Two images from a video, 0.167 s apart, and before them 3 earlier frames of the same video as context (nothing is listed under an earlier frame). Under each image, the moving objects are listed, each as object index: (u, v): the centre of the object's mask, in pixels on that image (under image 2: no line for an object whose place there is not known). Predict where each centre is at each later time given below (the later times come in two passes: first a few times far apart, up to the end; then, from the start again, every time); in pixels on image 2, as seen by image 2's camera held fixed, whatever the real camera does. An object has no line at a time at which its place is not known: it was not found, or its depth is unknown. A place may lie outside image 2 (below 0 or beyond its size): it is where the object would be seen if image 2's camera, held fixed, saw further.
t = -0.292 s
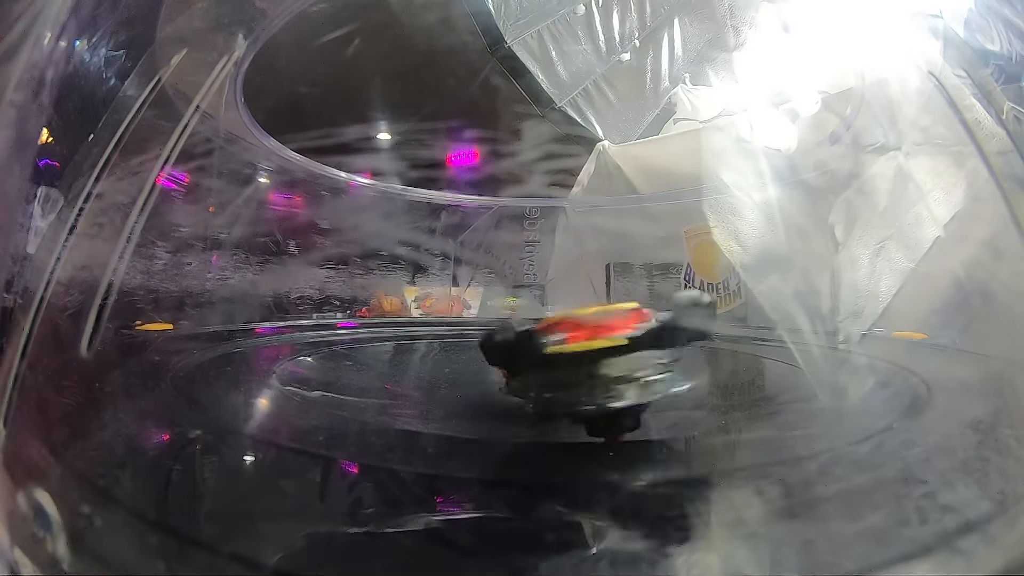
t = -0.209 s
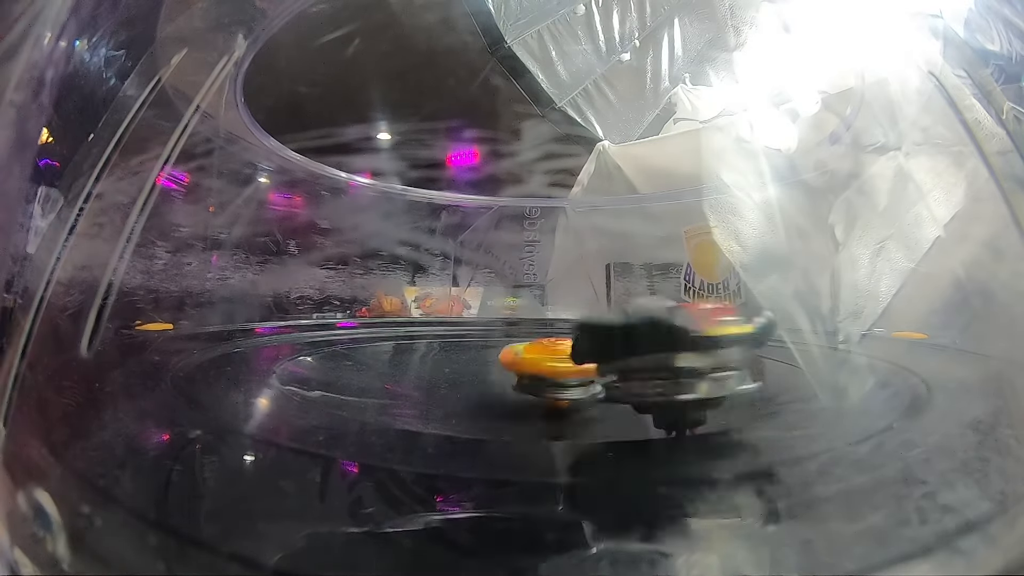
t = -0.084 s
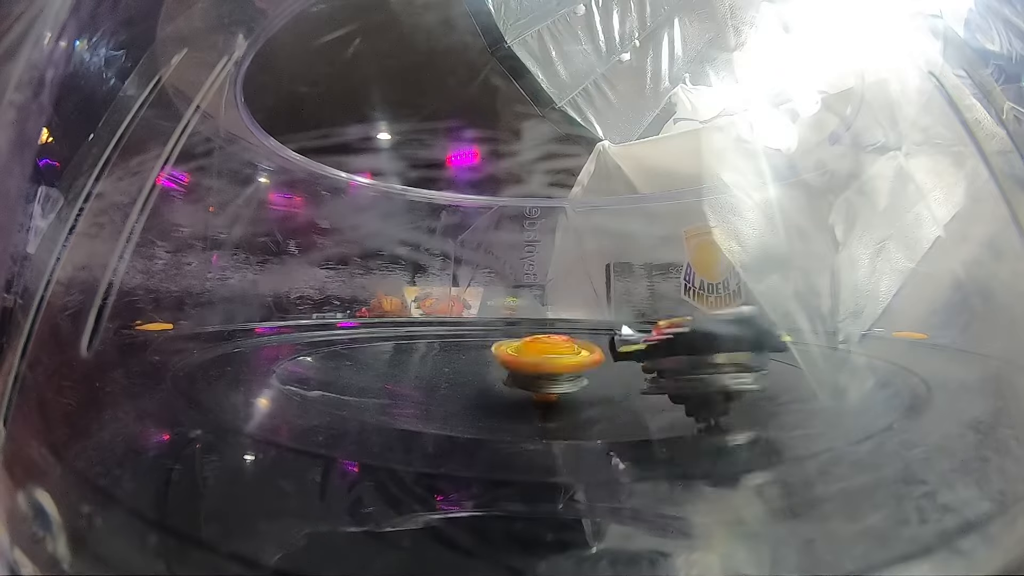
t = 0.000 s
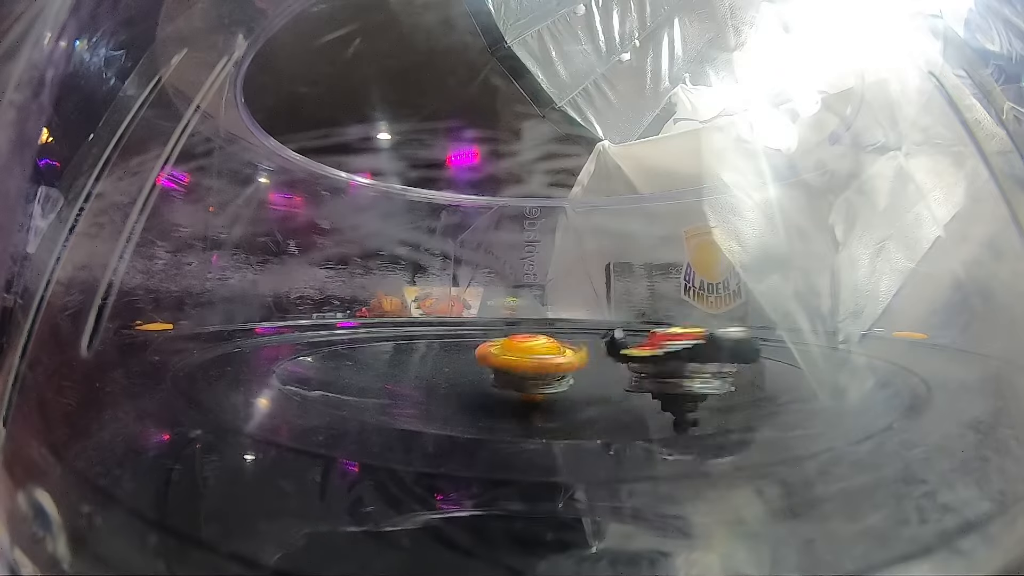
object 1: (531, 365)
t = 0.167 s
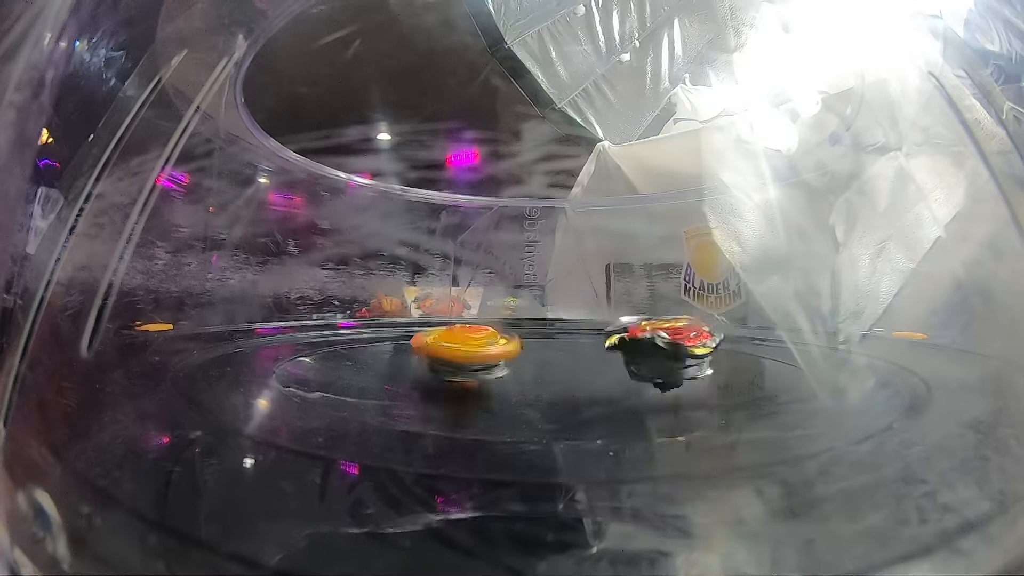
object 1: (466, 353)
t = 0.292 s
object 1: (415, 335)
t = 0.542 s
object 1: (424, 364)
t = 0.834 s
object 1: (568, 382)
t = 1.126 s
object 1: (671, 367)
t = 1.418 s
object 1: (599, 358)
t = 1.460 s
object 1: (589, 357)
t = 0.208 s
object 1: (441, 343)
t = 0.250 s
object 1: (423, 338)
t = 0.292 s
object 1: (415, 335)
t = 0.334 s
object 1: (409, 336)
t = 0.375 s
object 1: (407, 339)
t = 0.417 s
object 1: (404, 346)
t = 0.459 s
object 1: (405, 355)
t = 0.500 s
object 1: (411, 359)
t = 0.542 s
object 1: (424, 364)
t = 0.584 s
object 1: (441, 369)
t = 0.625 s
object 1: (463, 373)
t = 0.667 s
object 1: (488, 379)
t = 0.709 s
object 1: (508, 380)
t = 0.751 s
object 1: (520, 384)
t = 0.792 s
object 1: (544, 383)
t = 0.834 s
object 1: (568, 382)
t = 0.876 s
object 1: (593, 381)
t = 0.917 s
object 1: (617, 378)
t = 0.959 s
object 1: (638, 376)
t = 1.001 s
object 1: (654, 374)
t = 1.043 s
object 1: (666, 370)
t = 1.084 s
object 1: (671, 367)
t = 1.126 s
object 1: (671, 367)
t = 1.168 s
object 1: (668, 366)
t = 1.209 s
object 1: (660, 366)
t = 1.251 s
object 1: (652, 360)
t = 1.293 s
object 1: (639, 360)
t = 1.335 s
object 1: (624, 358)
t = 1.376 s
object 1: (611, 359)
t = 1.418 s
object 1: (599, 358)
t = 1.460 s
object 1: (589, 357)
